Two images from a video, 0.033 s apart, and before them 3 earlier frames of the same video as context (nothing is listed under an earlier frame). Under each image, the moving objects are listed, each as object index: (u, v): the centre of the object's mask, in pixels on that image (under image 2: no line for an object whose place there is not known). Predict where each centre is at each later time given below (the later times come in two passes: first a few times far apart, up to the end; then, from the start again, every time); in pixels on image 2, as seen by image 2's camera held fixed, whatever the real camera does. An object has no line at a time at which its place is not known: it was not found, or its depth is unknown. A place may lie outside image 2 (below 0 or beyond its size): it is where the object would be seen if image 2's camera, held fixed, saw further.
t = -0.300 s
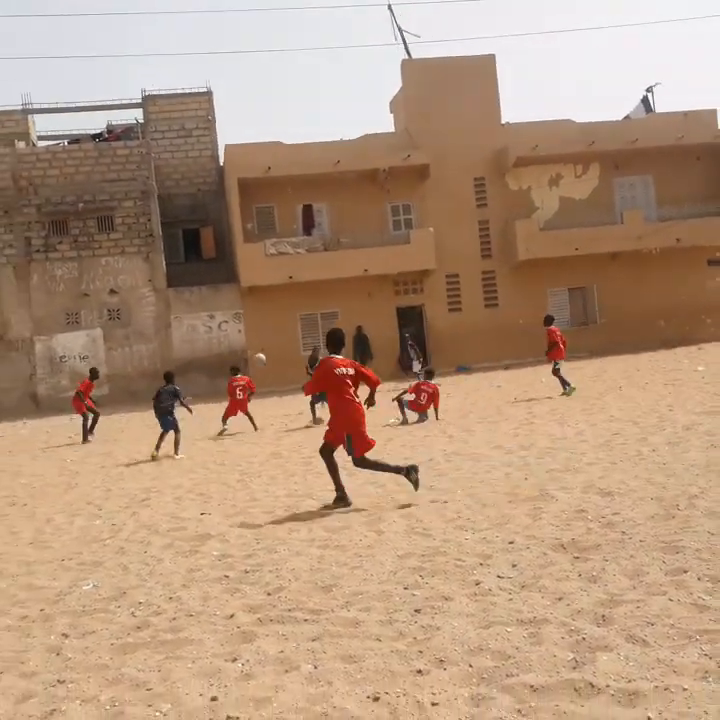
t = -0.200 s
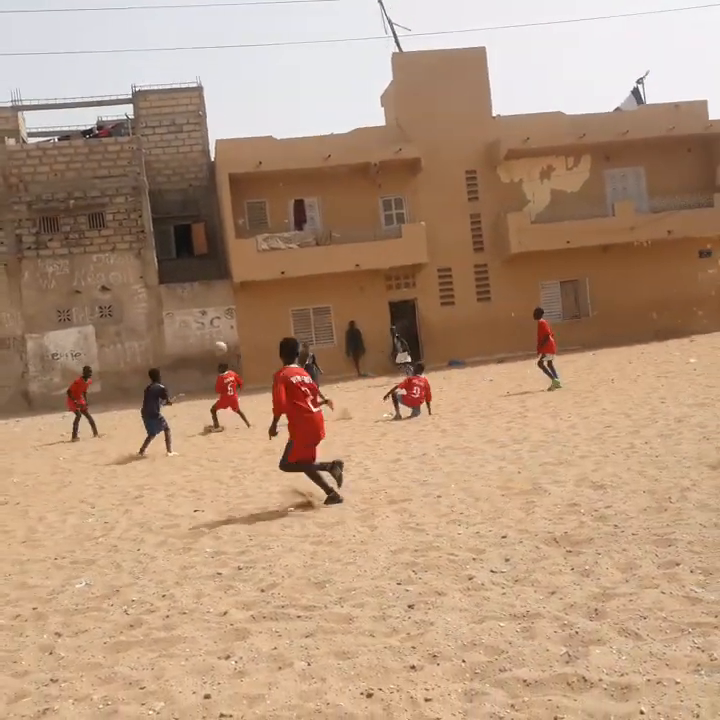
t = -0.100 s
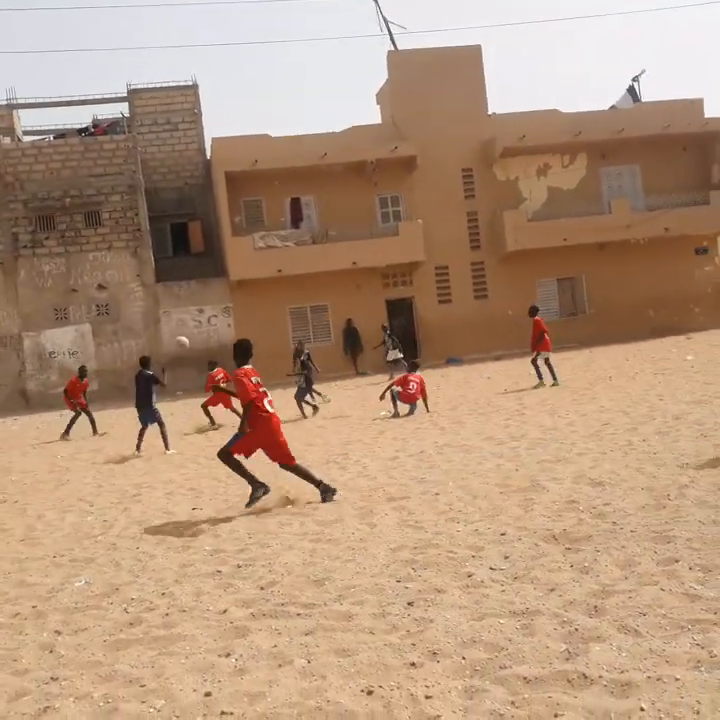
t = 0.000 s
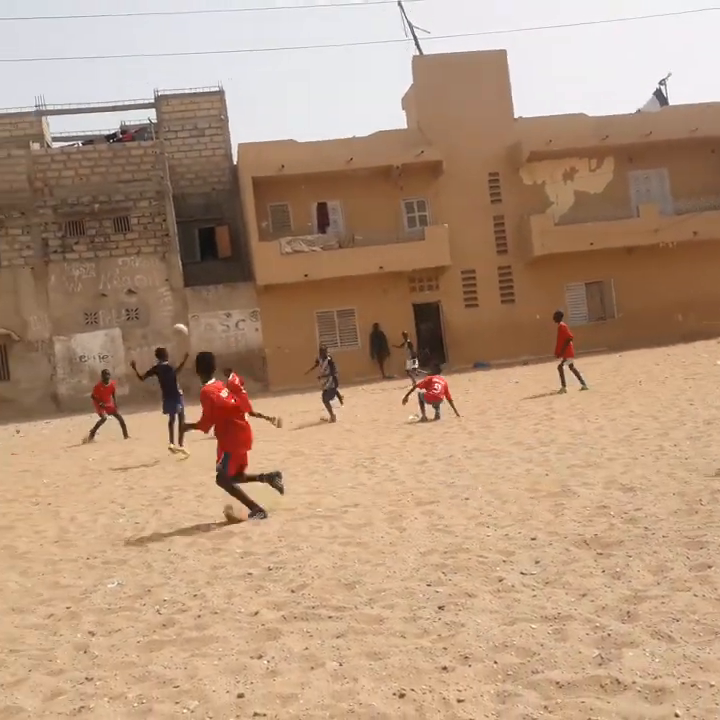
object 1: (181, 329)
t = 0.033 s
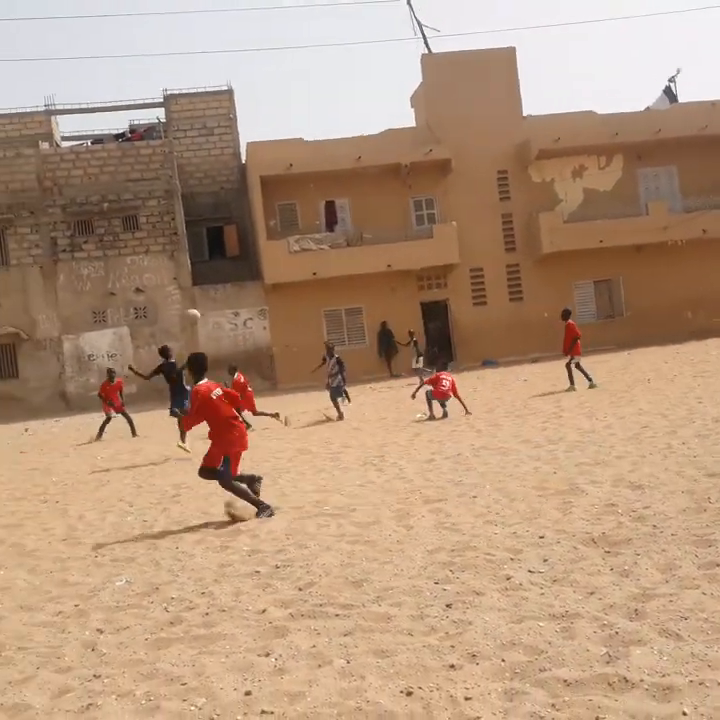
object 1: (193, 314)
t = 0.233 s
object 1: (221, 253)
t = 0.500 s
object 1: (263, 209)
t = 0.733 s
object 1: (302, 210)
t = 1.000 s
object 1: (352, 254)
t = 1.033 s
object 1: (358, 263)
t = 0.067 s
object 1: (198, 302)
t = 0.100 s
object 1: (203, 289)
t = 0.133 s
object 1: (206, 282)
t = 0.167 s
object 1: (210, 272)
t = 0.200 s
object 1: (216, 262)
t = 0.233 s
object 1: (221, 253)
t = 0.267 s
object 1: (226, 245)
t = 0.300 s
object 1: (231, 238)
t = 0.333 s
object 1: (236, 231)
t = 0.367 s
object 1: (241, 226)
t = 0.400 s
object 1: (246, 221)
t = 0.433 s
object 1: (252, 217)
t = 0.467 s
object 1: (257, 213)
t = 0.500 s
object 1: (263, 209)
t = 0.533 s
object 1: (269, 208)
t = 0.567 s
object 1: (273, 206)
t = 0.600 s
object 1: (279, 206)
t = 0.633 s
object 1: (284, 206)
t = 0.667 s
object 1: (291, 208)
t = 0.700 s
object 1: (296, 209)
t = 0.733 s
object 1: (302, 210)
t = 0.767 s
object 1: (308, 214)
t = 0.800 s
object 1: (314, 216)
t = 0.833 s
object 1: (320, 223)
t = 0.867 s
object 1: (326, 227)
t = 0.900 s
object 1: (334, 231)
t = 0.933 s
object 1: (341, 237)
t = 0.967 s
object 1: (345, 244)
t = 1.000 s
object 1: (352, 254)
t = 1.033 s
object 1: (358, 263)
